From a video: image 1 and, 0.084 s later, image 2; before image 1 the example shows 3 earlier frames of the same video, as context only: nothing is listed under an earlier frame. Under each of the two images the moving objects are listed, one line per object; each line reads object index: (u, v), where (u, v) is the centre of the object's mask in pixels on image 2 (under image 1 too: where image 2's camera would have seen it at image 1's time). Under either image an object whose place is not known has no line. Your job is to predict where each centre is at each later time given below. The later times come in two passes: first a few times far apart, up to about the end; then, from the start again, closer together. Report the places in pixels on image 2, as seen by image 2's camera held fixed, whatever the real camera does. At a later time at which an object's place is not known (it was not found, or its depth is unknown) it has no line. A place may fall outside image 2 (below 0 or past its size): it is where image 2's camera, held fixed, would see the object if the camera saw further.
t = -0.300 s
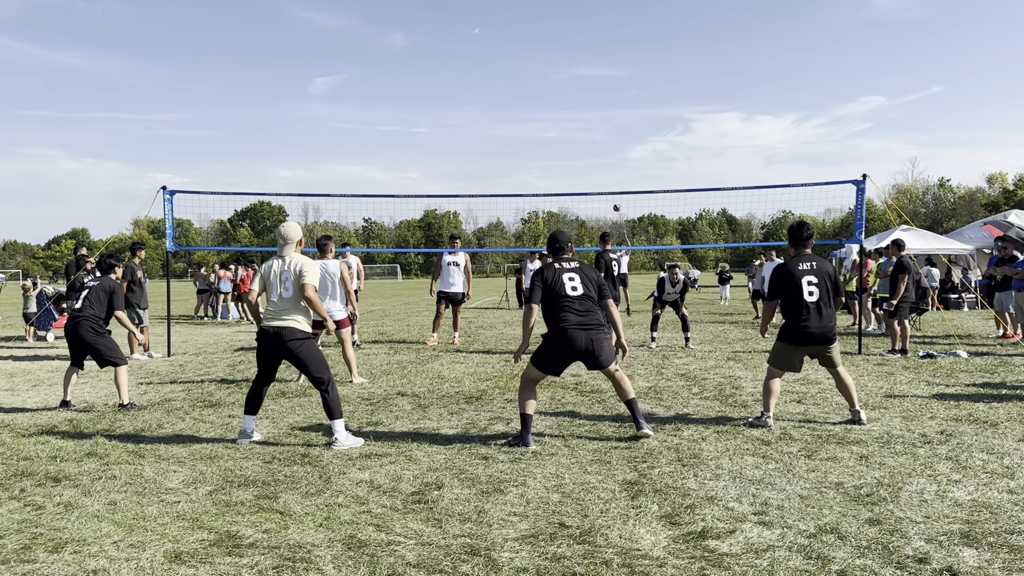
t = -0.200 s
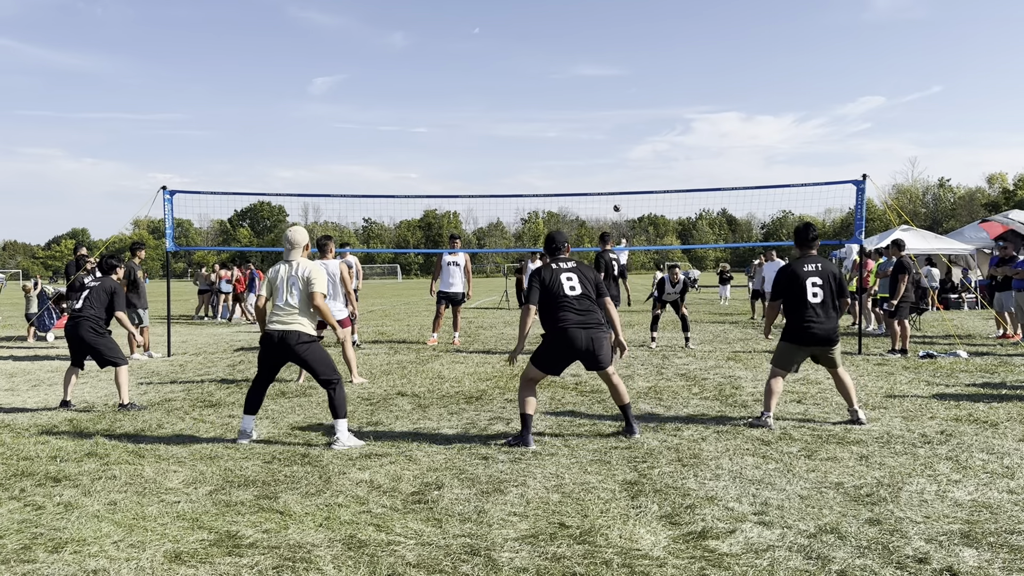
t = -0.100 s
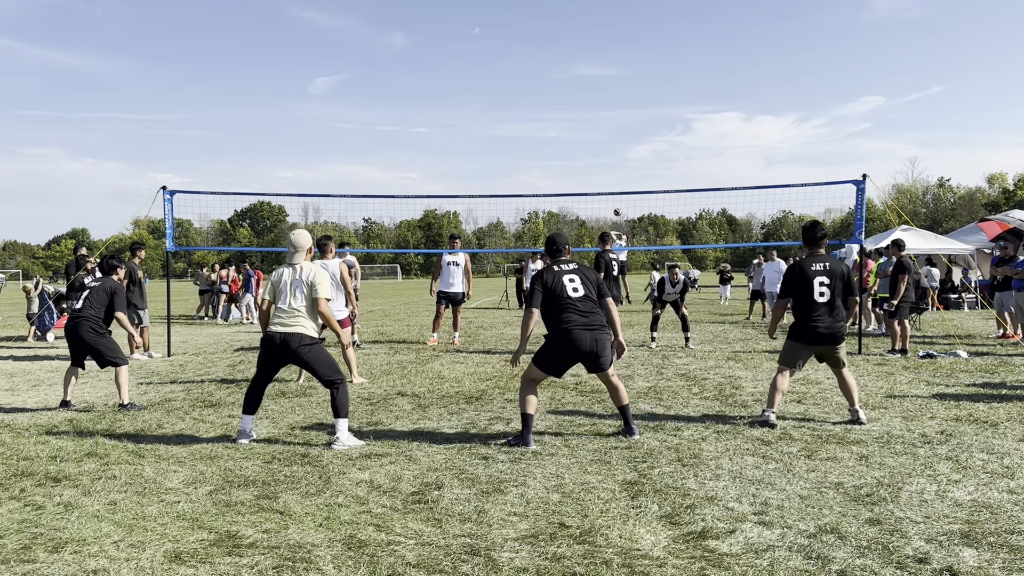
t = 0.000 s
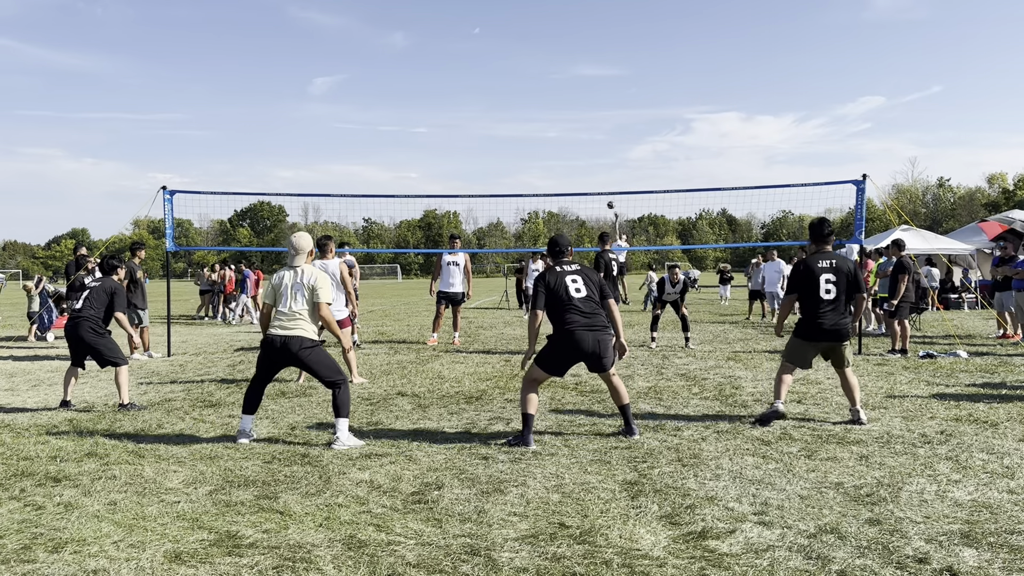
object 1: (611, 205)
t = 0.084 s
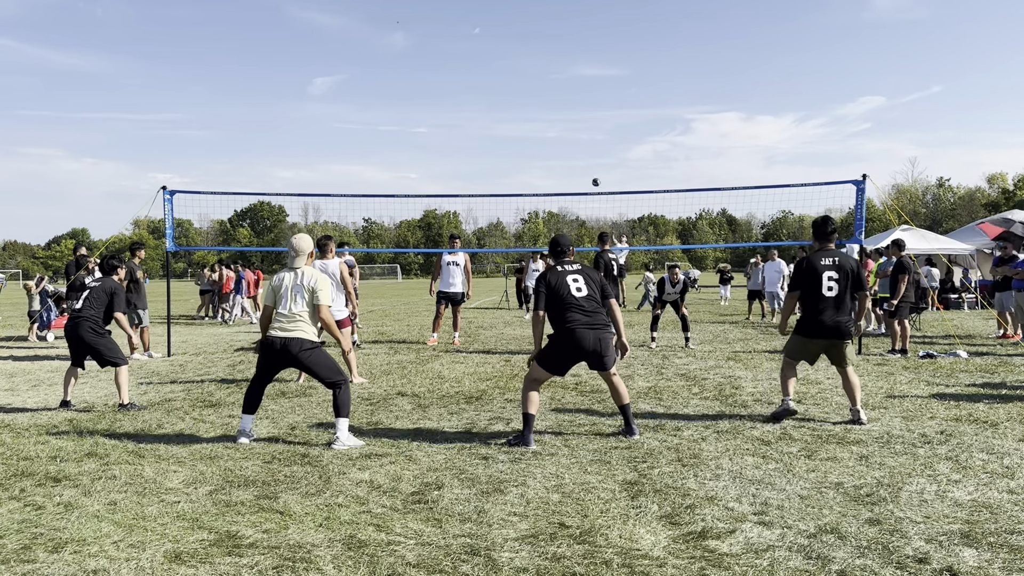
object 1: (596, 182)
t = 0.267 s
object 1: (555, 136)
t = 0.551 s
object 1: (470, 96)
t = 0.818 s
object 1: (360, 105)
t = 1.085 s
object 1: (203, 179)
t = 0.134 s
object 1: (586, 169)
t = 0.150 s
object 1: (582, 164)
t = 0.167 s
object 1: (579, 160)
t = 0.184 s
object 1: (575, 156)
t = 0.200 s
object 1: (572, 152)
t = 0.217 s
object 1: (568, 148)
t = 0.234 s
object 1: (564, 144)
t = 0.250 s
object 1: (559, 140)
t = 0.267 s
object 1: (555, 136)
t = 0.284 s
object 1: (551, 133)
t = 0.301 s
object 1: (547, 129)
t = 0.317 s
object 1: (542, 126)
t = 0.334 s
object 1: (538, 123)
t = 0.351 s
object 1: (533, 120)
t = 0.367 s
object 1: (528, 117)
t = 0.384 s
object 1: (523, 114)
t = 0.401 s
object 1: (518, 111)
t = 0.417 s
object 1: (513, 109)
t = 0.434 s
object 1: (508, 107)
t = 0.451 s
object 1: (503, 105)
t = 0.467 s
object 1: (498, 103)
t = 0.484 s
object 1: (492, 101)
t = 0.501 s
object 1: (487, 99)
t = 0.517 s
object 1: (481, 98)
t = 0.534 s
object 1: (475, 97)
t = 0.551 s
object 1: (470, 96)
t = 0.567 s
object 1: (464, 95)
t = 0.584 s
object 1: (458, 94)
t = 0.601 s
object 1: (452, 94)
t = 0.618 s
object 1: (446, 93)
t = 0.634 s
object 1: (440, 93)
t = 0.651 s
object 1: (433, 94)
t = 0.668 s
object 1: (426, 94)
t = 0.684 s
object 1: (420, 94)
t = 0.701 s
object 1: (413, 95)
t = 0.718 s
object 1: (406, 96)
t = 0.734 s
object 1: (399, 97)
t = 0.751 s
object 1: (391, 98)
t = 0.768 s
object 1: (384, 99)
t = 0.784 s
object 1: (376, 101)
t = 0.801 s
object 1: (368, 102)
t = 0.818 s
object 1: (360, 105)
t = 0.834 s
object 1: (352, 107)
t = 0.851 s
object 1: (343, 109)
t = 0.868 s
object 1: (334, 112)
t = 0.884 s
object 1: (326, 115)
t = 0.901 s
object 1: (316, 118)
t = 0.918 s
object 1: (307, 122)
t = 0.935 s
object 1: (298, 126)
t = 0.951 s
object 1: (288, 130)
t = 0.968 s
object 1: (278, 135)
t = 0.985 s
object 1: (268, 140)
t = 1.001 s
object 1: (258, 145)
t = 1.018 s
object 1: (247, 151)
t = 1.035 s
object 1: (237, 157)
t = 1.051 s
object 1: (226, 164)
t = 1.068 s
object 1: (215, 171)
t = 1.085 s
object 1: (203, 179)
